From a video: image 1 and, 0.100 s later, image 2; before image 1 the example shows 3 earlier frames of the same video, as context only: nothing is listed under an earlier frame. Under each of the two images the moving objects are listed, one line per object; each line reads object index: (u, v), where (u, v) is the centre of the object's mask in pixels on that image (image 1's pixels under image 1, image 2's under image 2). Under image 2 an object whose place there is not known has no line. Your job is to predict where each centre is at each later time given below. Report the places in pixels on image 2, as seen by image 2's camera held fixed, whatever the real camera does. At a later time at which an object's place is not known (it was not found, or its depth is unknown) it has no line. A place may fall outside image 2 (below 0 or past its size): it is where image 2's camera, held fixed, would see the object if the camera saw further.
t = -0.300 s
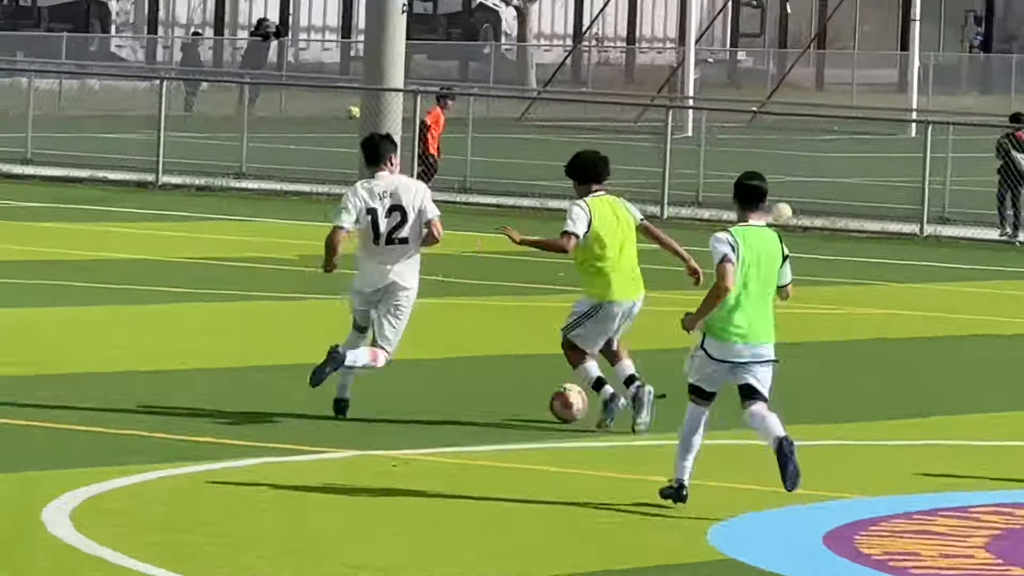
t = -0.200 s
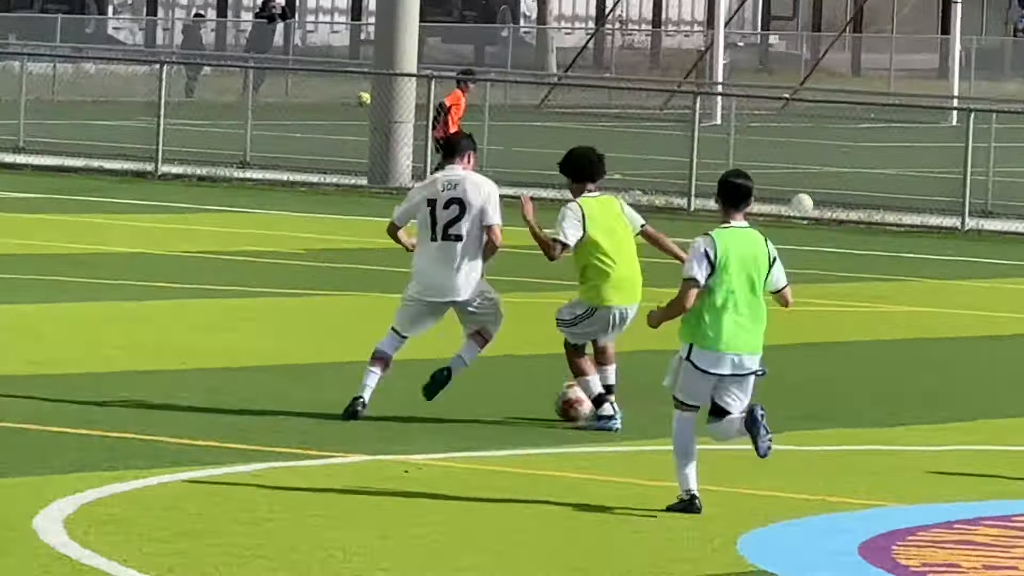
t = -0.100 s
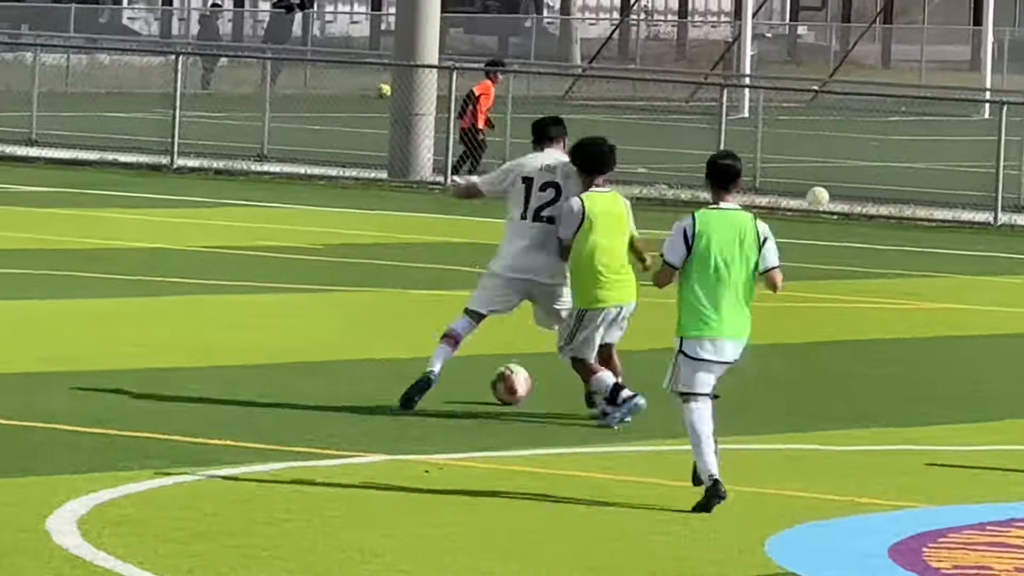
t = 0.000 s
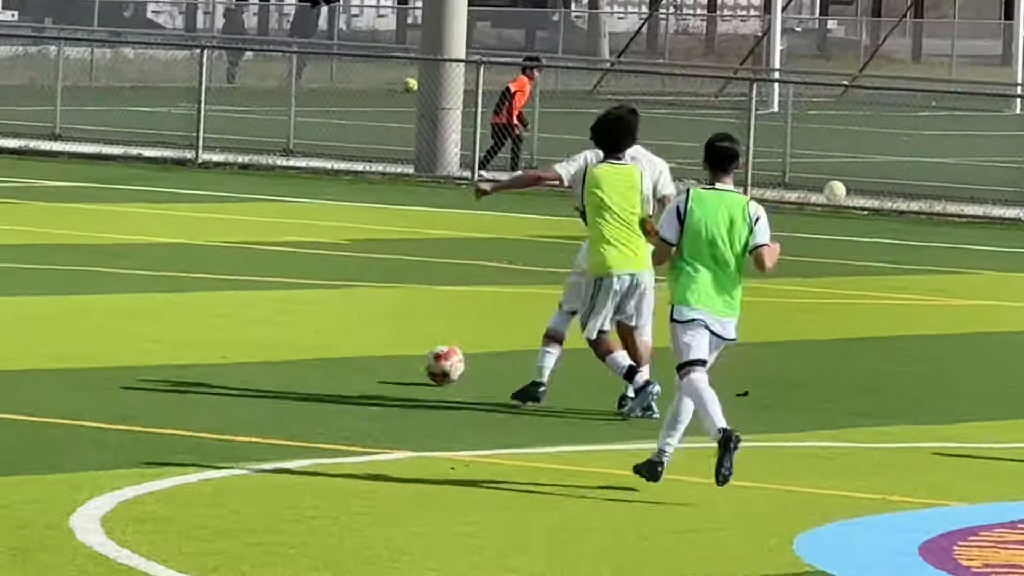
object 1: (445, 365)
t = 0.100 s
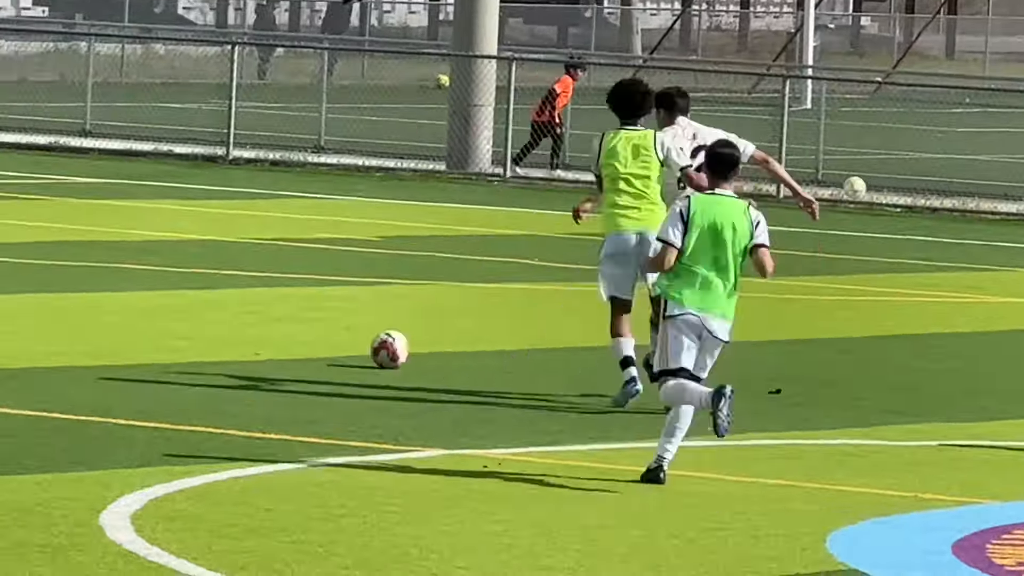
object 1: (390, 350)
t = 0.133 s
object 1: (366, 342)
